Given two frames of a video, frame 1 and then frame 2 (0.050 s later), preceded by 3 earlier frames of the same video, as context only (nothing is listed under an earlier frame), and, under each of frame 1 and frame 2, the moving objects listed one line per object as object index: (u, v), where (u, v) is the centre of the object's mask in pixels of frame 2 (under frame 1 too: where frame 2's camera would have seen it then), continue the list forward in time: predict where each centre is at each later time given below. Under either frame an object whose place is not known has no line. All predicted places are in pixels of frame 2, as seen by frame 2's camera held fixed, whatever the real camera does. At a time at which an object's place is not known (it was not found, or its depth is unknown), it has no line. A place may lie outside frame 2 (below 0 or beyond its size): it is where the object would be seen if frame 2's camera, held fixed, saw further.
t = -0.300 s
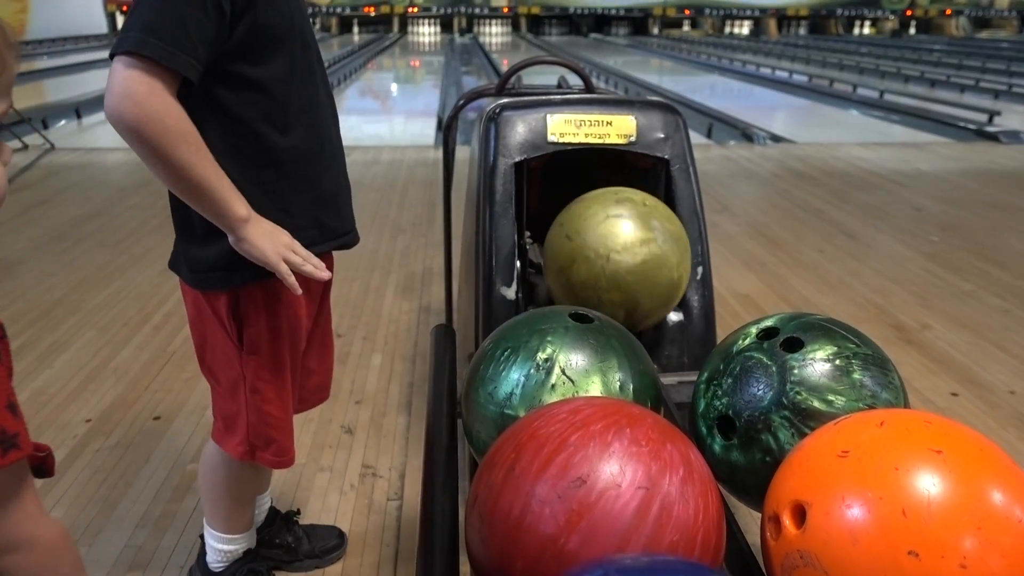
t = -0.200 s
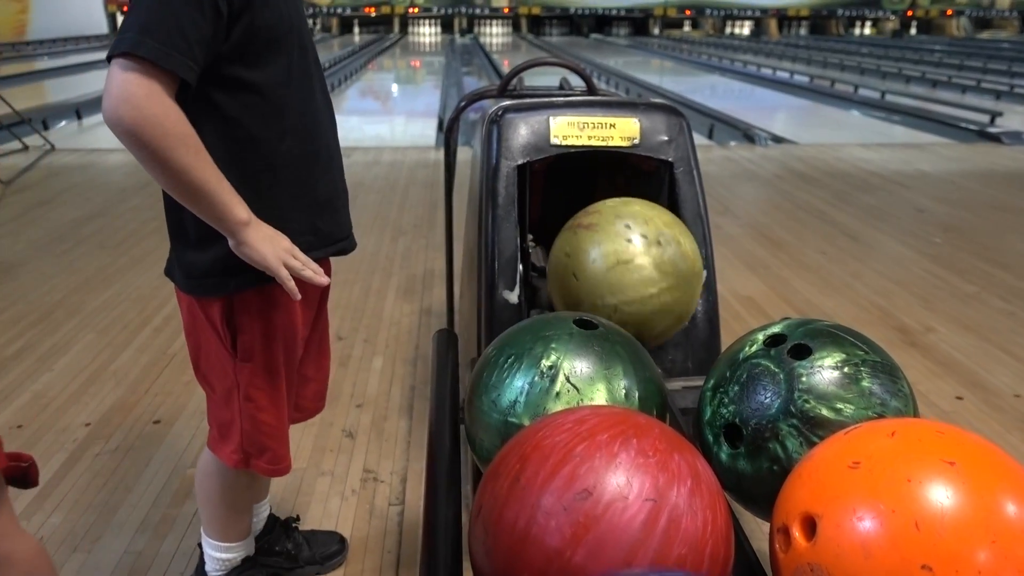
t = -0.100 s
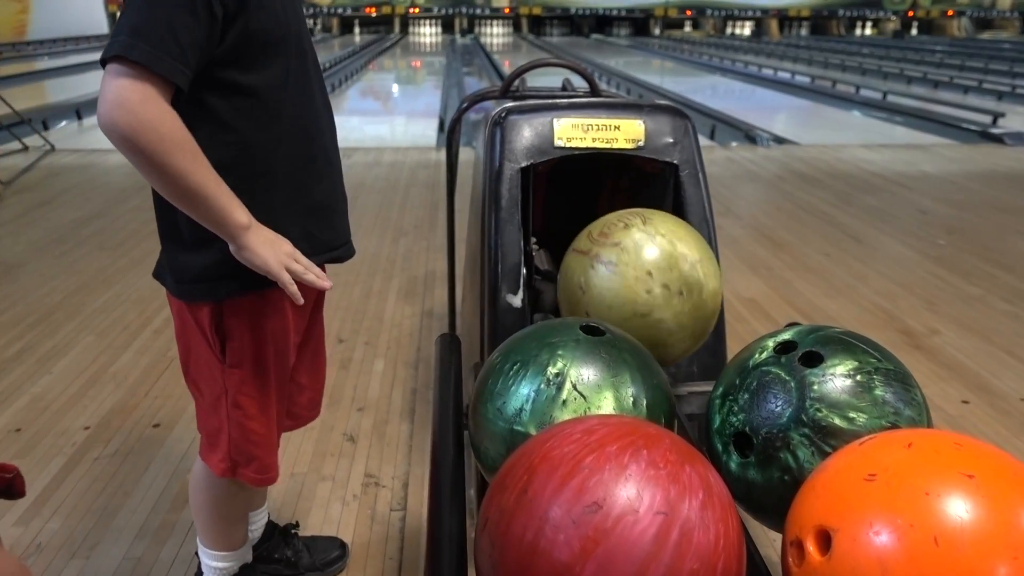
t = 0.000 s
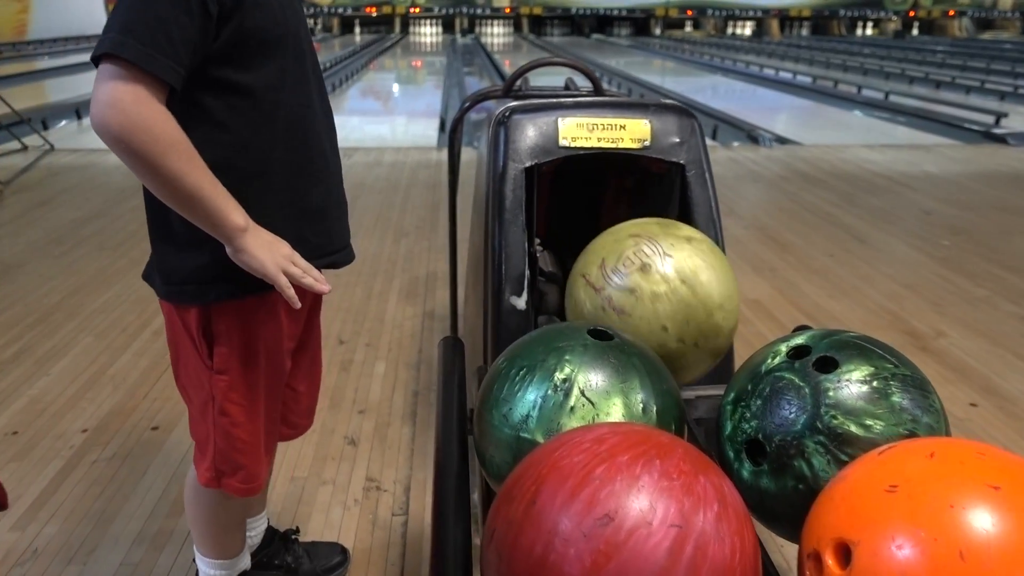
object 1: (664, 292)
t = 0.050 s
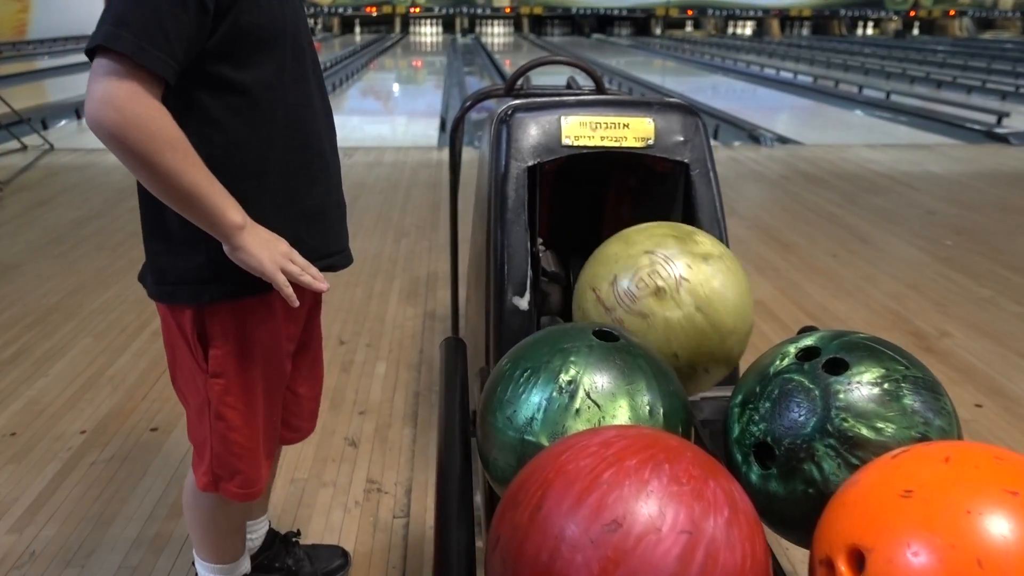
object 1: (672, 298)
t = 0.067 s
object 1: (674, 300)
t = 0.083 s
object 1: (676, 301)
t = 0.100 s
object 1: (677, 303)
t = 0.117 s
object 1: (680, 303)
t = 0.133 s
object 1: (683, 304)
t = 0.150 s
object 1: (684, 304)
